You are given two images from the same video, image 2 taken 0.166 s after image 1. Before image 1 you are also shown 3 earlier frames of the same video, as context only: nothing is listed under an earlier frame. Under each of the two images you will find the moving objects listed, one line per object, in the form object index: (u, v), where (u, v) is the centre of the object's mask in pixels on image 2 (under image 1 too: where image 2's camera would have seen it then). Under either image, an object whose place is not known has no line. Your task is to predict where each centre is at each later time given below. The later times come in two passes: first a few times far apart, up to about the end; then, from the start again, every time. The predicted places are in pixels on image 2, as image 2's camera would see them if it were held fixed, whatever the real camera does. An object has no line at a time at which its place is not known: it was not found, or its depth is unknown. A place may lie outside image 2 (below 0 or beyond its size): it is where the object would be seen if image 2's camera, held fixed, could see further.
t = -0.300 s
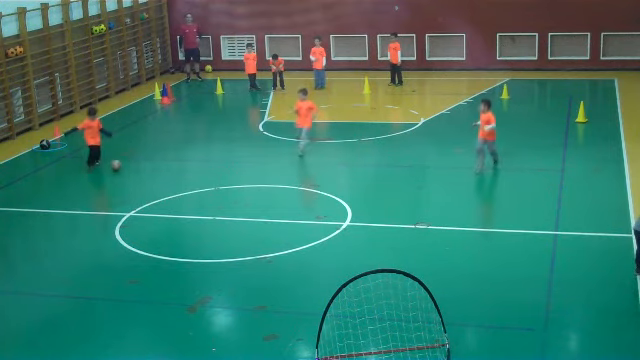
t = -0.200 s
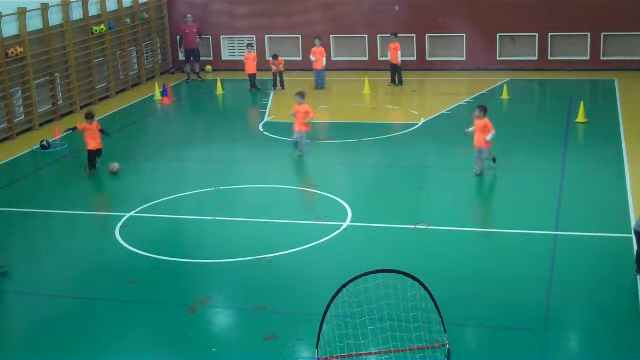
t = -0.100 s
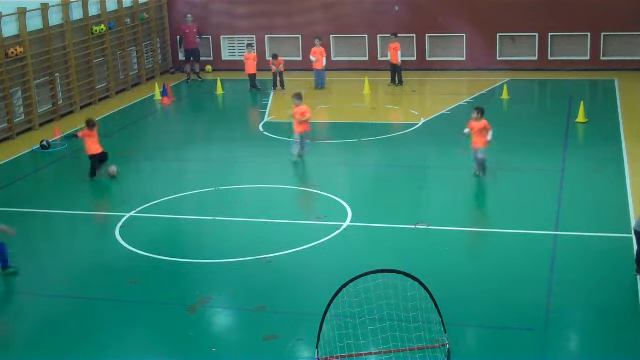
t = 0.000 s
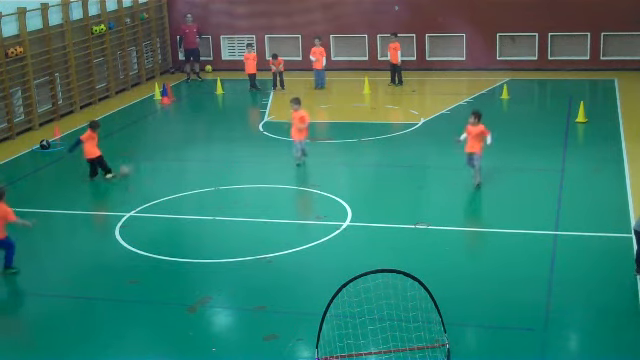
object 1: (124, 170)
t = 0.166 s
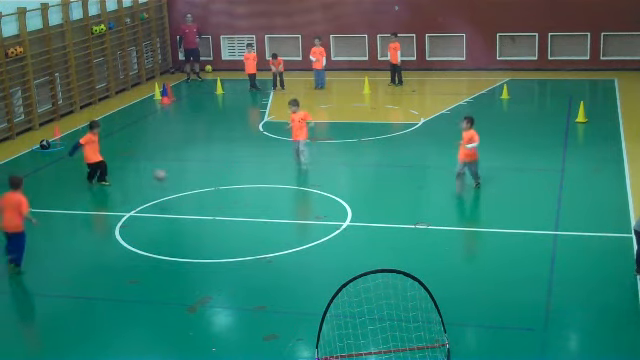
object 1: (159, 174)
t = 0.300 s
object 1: (192, 191)
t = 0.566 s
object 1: (245, 205)
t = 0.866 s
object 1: (296, 223)
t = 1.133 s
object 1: (338, 241)
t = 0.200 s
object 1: (167, 178)
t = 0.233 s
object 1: (174, 181)
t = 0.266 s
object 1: (183, 186)
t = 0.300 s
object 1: (192, 191)
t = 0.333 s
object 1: (200, 198)
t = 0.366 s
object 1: (207, 199)
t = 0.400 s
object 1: (213, 198)
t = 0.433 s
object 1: (219, 197)
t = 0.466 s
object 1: (225, 198)
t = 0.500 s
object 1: (232, 200)
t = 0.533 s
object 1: (238, 202)
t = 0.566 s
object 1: (245, 205)
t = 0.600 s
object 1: (251, 208)
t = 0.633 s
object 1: (258, 213)
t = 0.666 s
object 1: (265, 219)
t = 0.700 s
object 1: (271, 219)
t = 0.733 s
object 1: (276, 219)
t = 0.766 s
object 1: (281, 219)
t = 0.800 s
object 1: (285, 219)
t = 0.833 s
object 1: (291, 221)
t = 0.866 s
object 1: (296, 223)
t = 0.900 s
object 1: (300, 226)
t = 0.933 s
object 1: (307, 230)
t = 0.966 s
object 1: (313, 234)
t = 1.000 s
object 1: (319, 238)
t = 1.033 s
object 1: (323, 237)
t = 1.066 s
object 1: (327, 237)
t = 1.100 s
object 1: (332, 239)
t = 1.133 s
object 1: (338, 241)
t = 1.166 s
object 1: (343, 243)
